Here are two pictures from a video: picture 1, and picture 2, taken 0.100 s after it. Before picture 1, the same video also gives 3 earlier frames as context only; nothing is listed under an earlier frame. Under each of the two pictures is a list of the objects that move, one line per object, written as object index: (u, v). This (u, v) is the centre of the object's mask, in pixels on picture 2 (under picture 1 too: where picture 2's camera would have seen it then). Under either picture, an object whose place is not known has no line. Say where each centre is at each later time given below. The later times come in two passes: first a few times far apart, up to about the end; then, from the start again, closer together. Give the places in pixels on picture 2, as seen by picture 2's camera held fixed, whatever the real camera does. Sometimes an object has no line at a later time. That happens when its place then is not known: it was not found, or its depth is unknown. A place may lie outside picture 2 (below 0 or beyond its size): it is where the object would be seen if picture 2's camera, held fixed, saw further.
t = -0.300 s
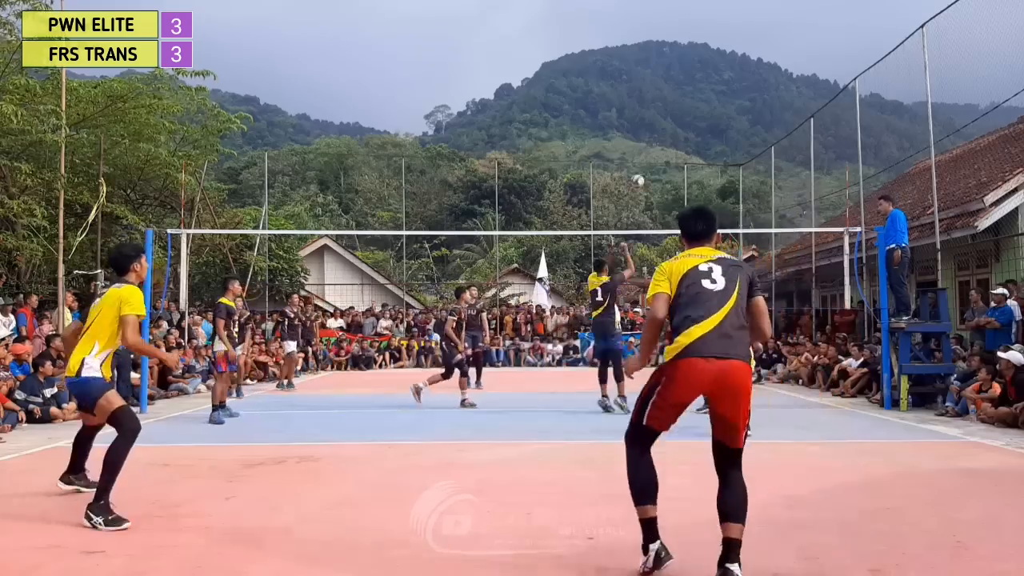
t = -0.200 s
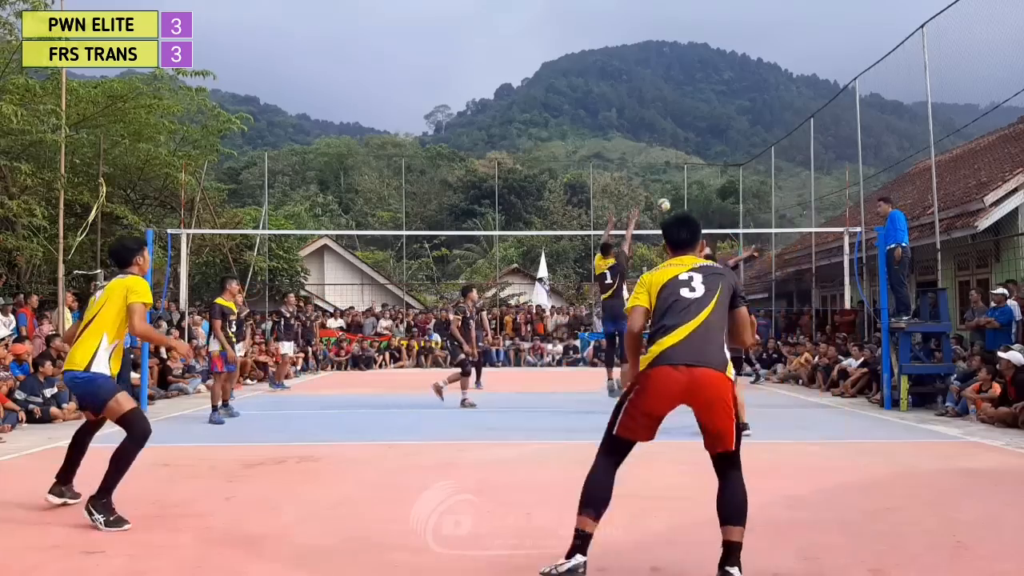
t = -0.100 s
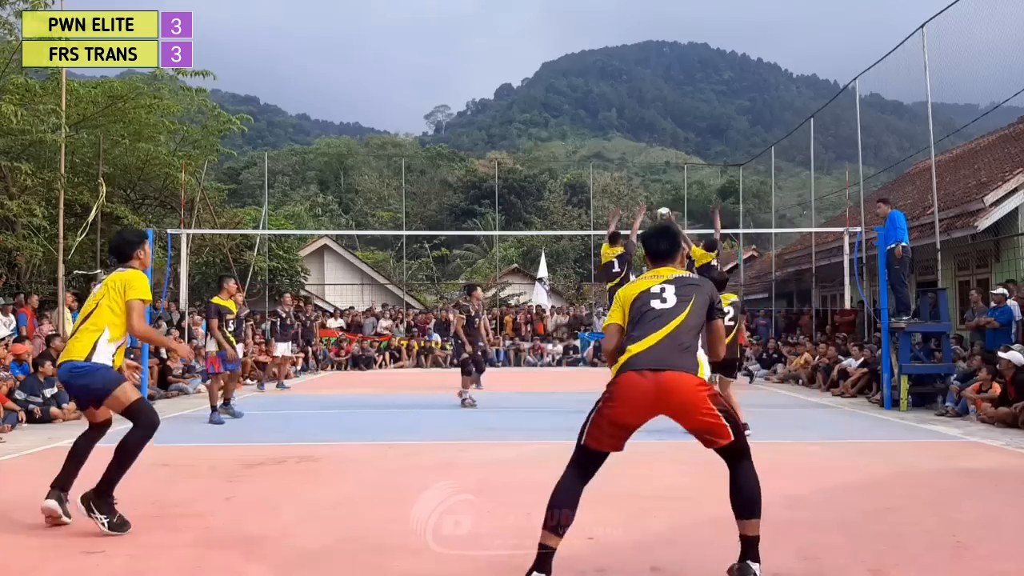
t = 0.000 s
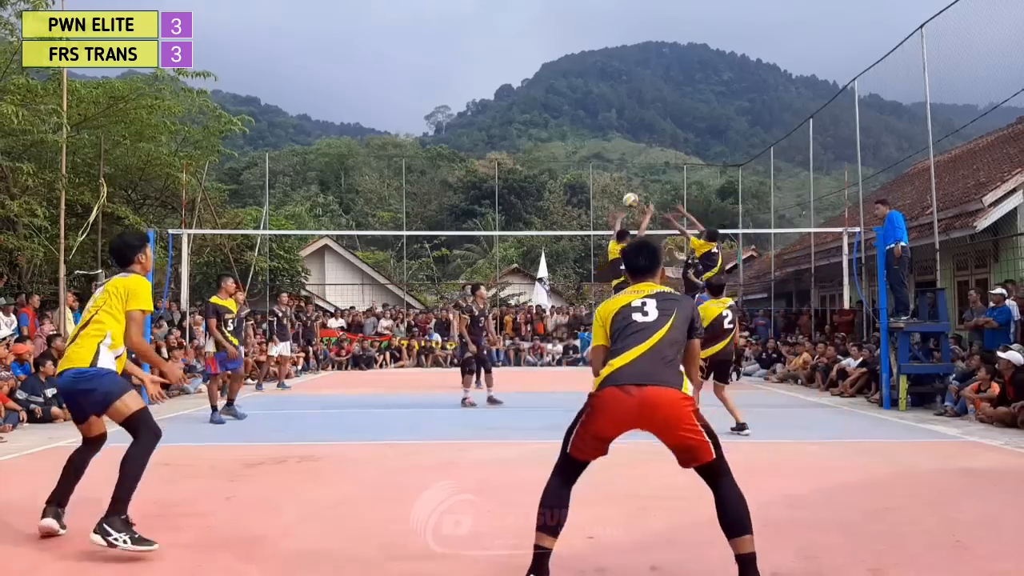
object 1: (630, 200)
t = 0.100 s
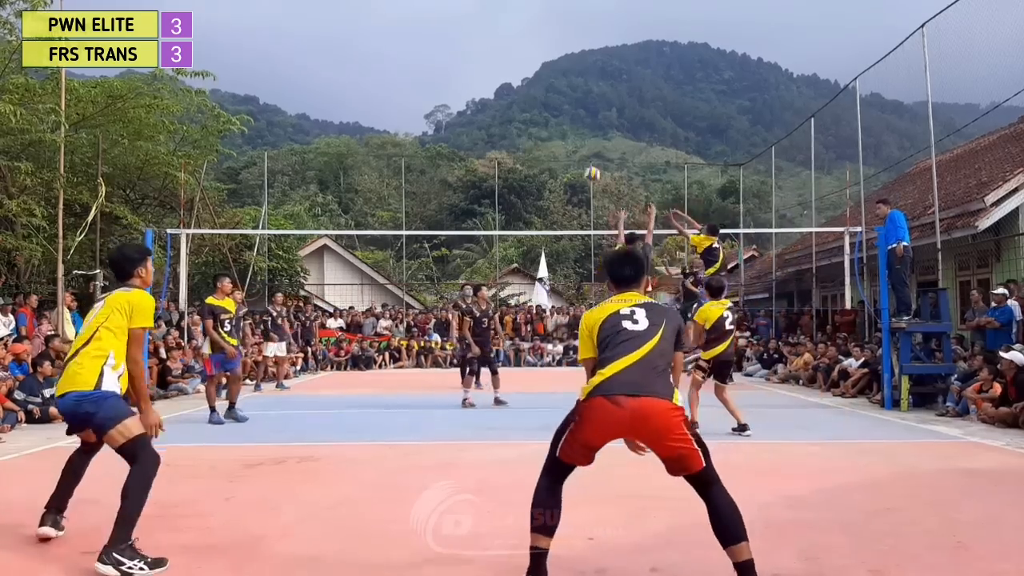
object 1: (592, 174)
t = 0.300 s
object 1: (518, 147)
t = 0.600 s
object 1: (415, 156)
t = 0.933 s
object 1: (308, 233)
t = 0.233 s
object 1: (542, 153)
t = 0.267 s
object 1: (530, 149)
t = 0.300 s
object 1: (518, 147)
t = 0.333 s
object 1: (506, 145)
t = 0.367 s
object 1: (494, 144)
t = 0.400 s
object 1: (483, 143)
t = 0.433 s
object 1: (471, 144)
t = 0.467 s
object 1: (460, 144)
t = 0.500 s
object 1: (449, 146)
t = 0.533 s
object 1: (438, 149)
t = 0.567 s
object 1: (426, 152)
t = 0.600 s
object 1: (415, 156)
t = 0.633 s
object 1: (403, 160)
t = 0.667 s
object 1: (393, 166)
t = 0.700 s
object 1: (382, 172)
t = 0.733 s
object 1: (371, 178)
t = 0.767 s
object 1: (360, 186)
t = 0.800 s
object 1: (349, 195)
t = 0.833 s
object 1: (338, 204)
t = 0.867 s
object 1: (327, 212)
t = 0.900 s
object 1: (318, 223)
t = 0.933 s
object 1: (308, 233)
